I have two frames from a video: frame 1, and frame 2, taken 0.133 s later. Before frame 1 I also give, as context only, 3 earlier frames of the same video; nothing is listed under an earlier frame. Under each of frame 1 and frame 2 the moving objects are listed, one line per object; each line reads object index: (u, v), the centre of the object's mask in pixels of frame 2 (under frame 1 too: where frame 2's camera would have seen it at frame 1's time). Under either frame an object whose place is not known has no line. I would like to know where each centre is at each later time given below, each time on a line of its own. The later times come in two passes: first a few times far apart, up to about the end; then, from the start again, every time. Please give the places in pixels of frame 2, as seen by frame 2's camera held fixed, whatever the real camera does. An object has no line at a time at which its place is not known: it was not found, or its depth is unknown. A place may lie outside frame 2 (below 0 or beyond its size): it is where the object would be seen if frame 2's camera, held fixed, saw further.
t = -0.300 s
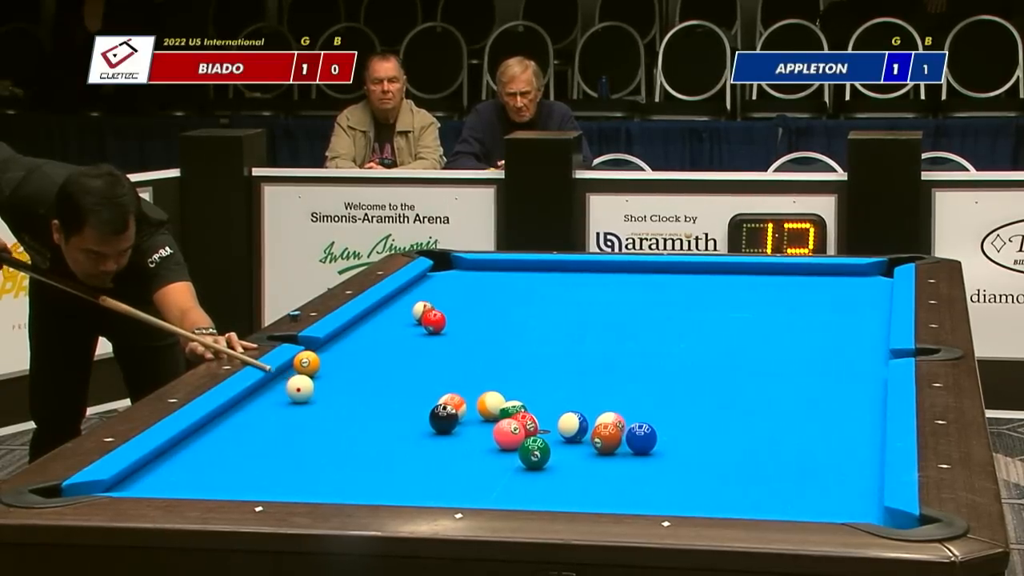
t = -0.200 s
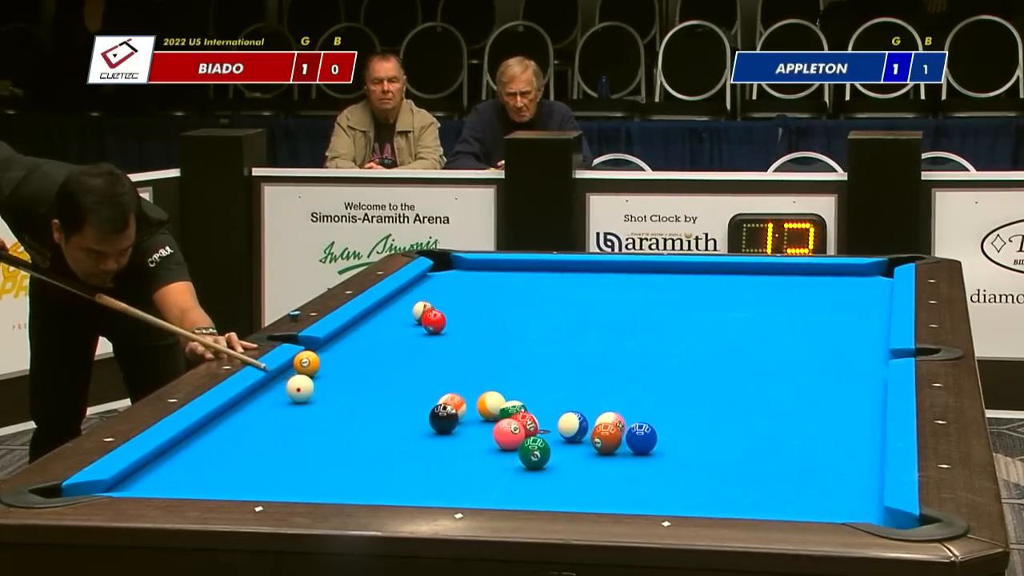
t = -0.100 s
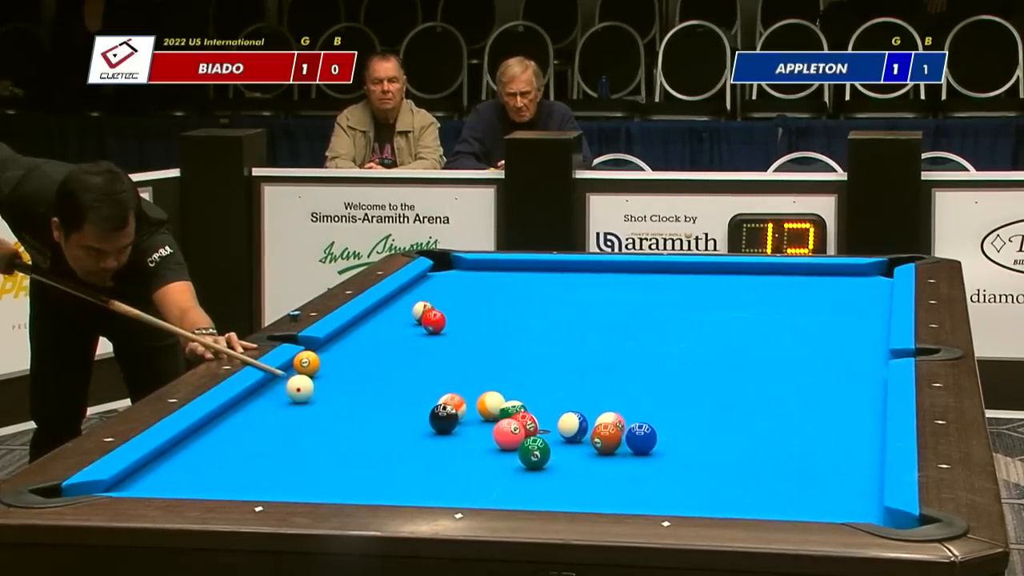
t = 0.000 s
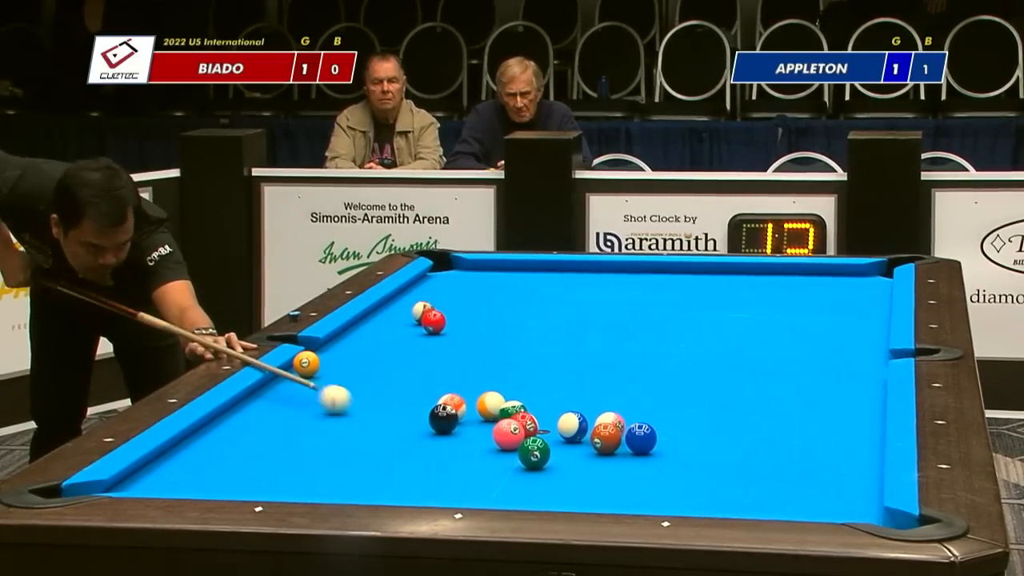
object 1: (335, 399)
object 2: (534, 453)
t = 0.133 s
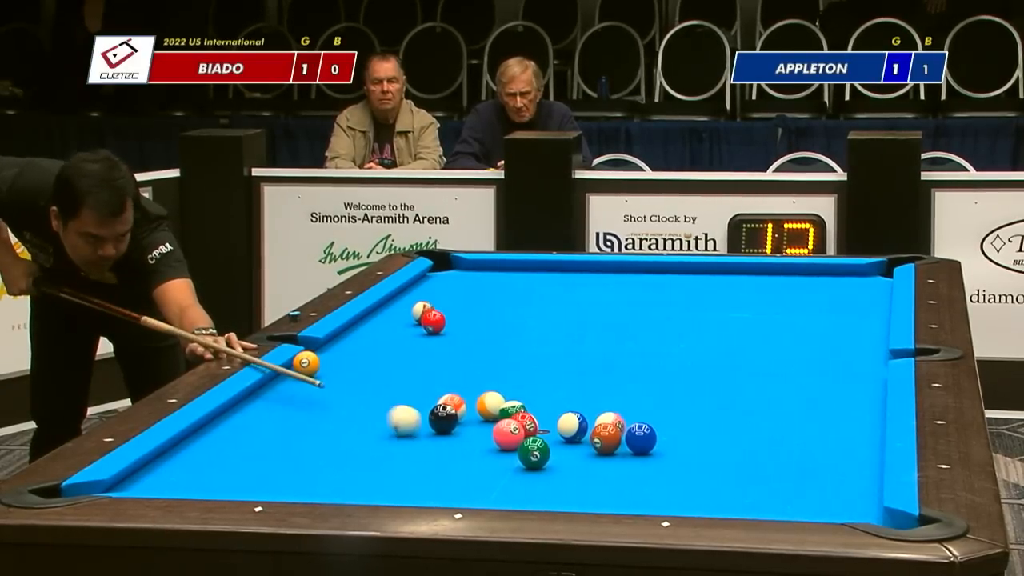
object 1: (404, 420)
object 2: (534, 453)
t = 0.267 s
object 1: (479, 443)
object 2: (534, 453)
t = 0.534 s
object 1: (496, 483)
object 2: (680, 465)
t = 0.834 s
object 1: (551, 488)
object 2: (850, 479)
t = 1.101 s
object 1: (620, 467)
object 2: (780, 481)
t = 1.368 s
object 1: (683, 447)
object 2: (690, 483)
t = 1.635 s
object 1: (739, 430)
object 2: (603, 485)
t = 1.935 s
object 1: (796, 411)
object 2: (509, 486)
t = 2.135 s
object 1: (831, 400)
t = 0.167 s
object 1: (423, 425)
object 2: (534, 453)
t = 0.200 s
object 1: (441, 431)
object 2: (534, 453)
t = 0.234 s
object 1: (460, 437)
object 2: (534, 453)
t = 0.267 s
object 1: (479, 443)
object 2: (534, 453)
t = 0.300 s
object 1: (499, 448)
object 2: (534, 453)
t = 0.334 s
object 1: (499, 453)
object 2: (554, 455)
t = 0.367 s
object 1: (495, 458)
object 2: (578, 456)
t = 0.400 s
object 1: (493, 463)
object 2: (600, 457)
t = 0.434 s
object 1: (492, 467)
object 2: (622, 459)
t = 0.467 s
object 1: (493, 472)
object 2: (643, 461)
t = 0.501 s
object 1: (494, 477)
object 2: (662, 463)
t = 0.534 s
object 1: (496, 483)
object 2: (680, 465)
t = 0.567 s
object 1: (497, 487)
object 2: (699, 466)
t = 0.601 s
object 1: (499, 490)
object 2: (717, 468)
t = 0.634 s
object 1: (501, 493)
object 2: (736, 469)
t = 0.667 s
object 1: (503, 496)
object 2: (755, 471)
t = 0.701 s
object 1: (512, 495)
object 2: (773, 472)
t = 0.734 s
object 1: (523, 493)
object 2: (792, 474)
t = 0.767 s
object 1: (533, 491)
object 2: (811, 475)
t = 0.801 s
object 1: (542, 489)
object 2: (830, 477)
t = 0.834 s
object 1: (551, 488)
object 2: (850, 479)
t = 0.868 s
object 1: (560, 486)
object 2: (866, 480)
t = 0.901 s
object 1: (569, 483)
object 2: (852, 480)
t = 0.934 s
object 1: (578, 480)
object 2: (838, 480)
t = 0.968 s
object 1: (586, 478)
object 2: (826, 480)
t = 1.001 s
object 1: (595, 475)
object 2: (814, 481)
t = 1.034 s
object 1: (603, 472)
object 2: (802, 481)
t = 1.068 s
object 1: (612, 469)
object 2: (791, 481)
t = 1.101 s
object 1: (620, 467)
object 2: (780, 481)
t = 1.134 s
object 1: (628, 464)
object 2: (768, 481)
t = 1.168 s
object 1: (637, 461)
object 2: (756, 482)
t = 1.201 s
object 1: (644, 459)
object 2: (745, 482)
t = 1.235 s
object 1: (652, 456)
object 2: (734, 482)
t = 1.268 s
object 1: (660, 454)
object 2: (723, 482)
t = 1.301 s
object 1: (668, 452)
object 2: (712, 483)
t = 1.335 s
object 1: (675, 449)
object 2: (701, 483)
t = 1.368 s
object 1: (683, 447)
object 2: (690, 483)
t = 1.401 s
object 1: (690, 444)
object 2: (678, 483)
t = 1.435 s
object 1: (697, 443)
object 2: (668, 484)
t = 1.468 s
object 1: (704, 440)
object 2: (657, 484)
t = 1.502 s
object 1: (711, 438)
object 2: (646, 484)
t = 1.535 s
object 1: (718, 436)
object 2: (635, 484)
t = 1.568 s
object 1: (725, 434)
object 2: (624, 484)
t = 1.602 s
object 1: (732, 432)
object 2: (614, 485)
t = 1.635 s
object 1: (739, 430)
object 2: (603, 485)
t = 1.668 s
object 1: (746, 427)
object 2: (592, 485)
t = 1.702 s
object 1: (752, 425)
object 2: (582, 486)
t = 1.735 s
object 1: (758, 423)
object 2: (571, 486)
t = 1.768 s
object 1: (765, 421)
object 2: (561, 486)
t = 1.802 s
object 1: (771, 419)
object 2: (550, 486)
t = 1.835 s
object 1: (777, 417)
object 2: (540, 486)
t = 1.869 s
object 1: (783, 415)
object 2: (529, 486)
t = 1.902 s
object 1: (790, 413)
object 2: (519, 486)
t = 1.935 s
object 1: (796, 411)
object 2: (509, 486)
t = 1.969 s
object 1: (802, 410)
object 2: (499, 486)
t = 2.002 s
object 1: (808, 408)
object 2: (489, 486)
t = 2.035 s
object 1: (813, 406)
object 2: (479, 485)
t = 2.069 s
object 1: (819, 404)
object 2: (469, 485)
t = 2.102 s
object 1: (825, 402)
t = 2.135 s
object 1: (831, 400)
